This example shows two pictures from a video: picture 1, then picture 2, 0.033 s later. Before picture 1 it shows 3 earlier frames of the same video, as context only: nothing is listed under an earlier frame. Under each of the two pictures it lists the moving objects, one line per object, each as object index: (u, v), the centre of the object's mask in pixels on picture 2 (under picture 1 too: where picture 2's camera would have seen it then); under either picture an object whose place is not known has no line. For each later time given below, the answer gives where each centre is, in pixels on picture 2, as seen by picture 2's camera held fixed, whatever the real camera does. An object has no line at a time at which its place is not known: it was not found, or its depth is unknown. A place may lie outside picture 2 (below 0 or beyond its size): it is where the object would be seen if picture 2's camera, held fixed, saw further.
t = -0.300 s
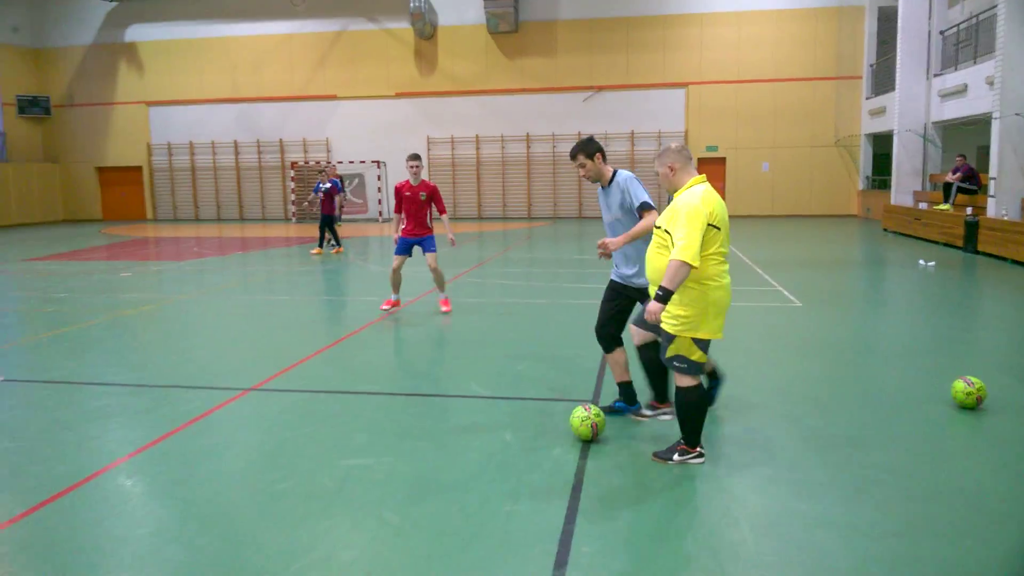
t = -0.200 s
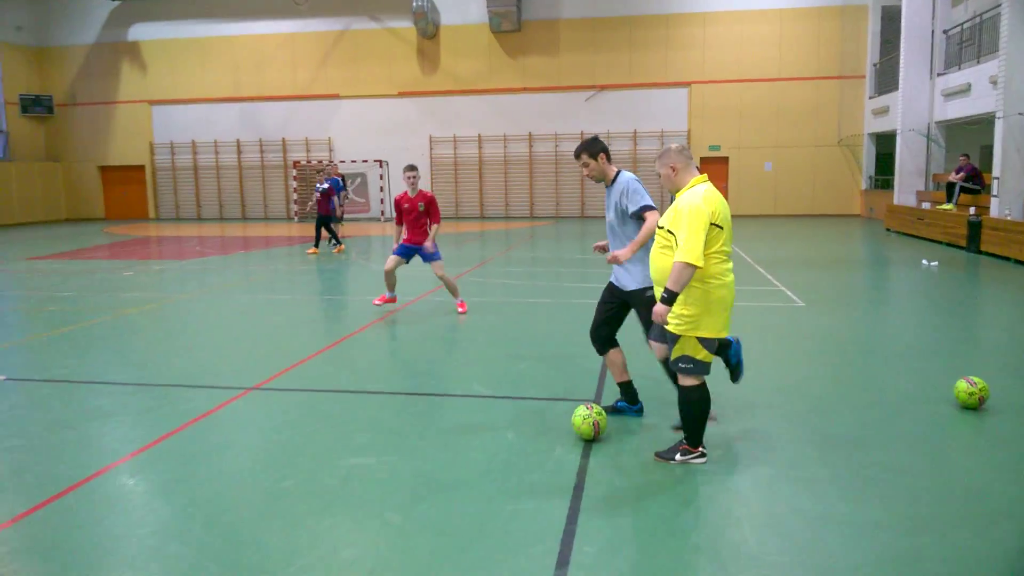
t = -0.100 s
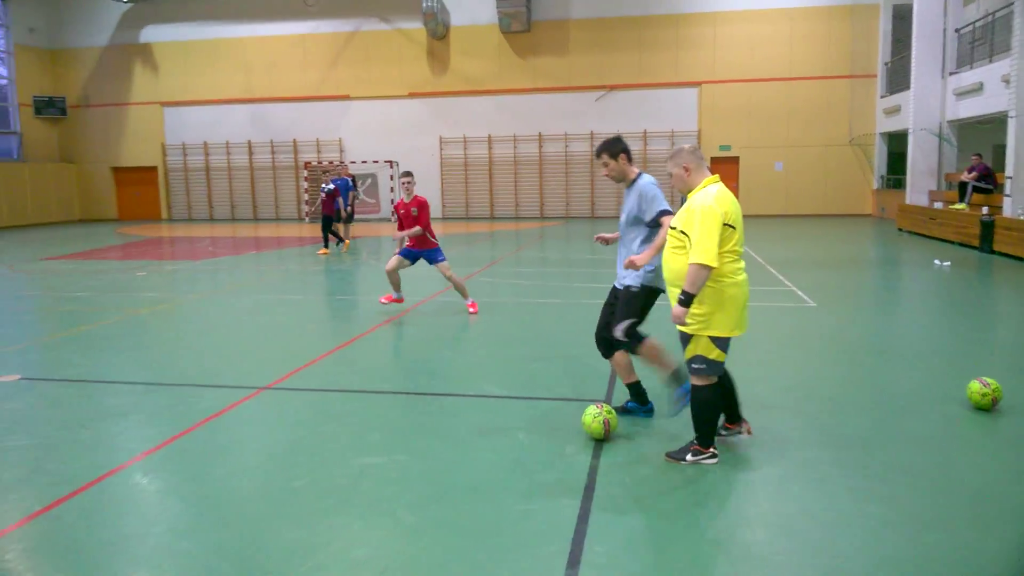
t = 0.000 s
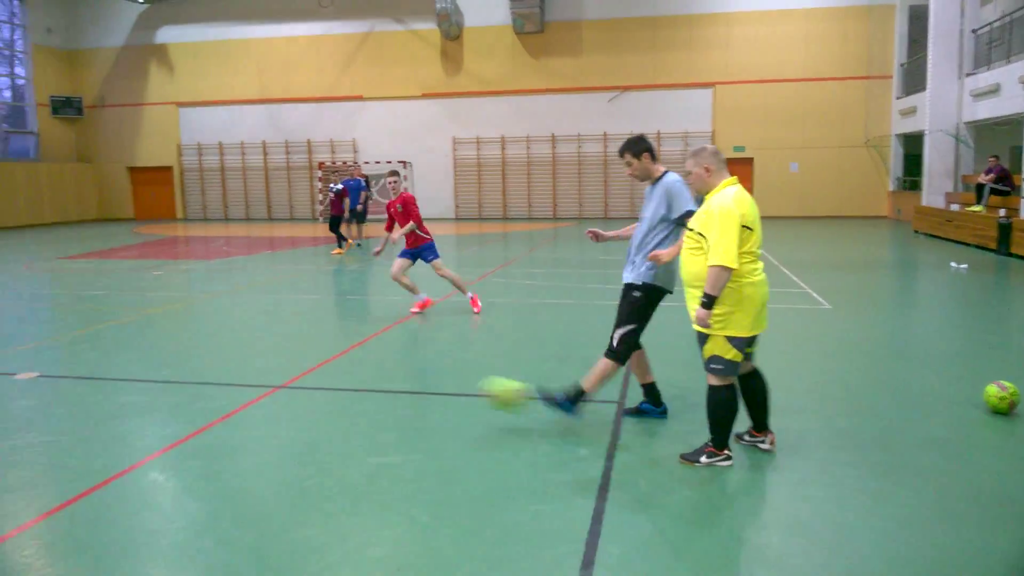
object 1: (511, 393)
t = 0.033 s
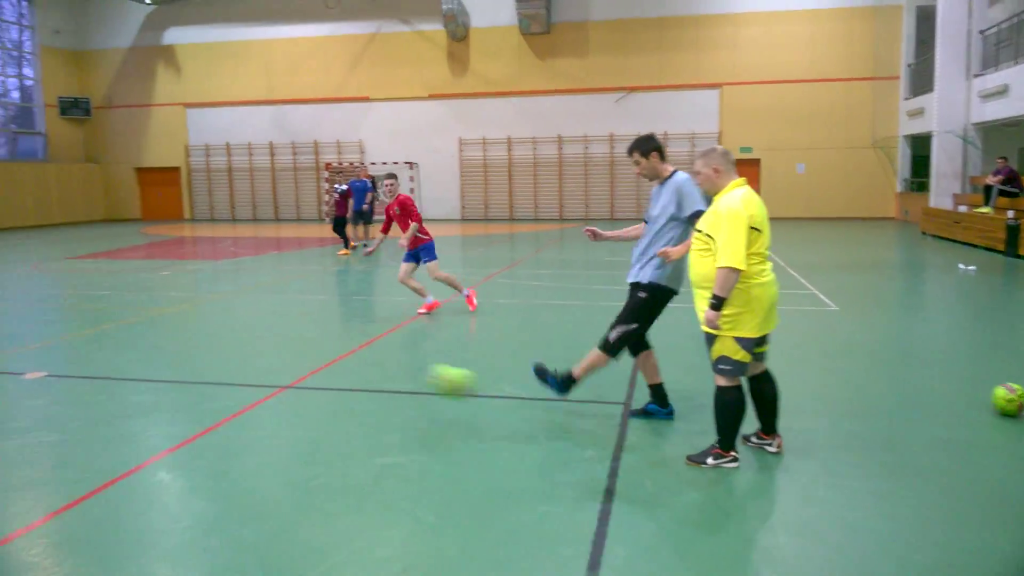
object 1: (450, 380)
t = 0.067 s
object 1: (393, 371)
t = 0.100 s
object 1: (335, 361)
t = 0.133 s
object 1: (281, 353)
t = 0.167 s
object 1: (228, 347)
